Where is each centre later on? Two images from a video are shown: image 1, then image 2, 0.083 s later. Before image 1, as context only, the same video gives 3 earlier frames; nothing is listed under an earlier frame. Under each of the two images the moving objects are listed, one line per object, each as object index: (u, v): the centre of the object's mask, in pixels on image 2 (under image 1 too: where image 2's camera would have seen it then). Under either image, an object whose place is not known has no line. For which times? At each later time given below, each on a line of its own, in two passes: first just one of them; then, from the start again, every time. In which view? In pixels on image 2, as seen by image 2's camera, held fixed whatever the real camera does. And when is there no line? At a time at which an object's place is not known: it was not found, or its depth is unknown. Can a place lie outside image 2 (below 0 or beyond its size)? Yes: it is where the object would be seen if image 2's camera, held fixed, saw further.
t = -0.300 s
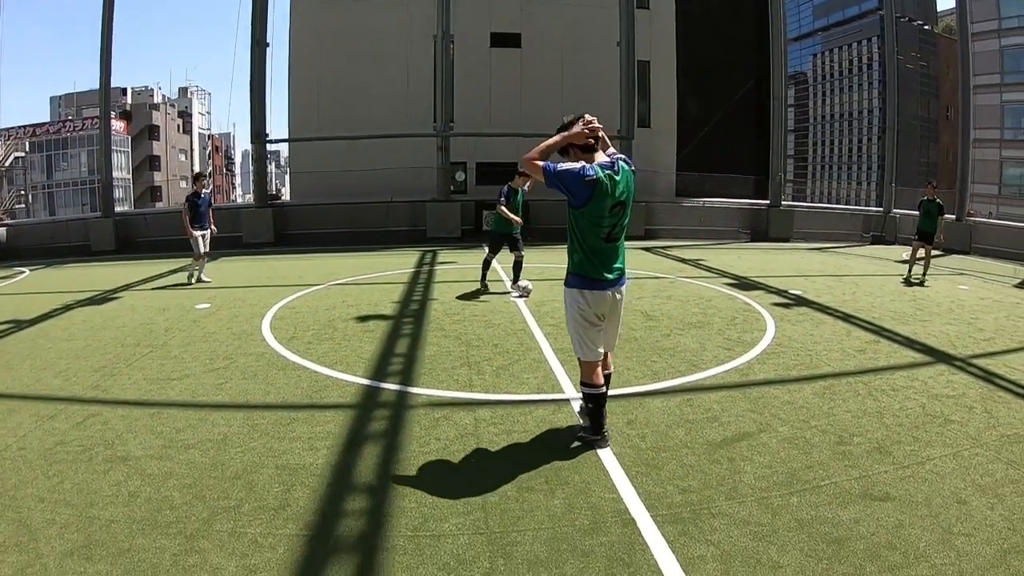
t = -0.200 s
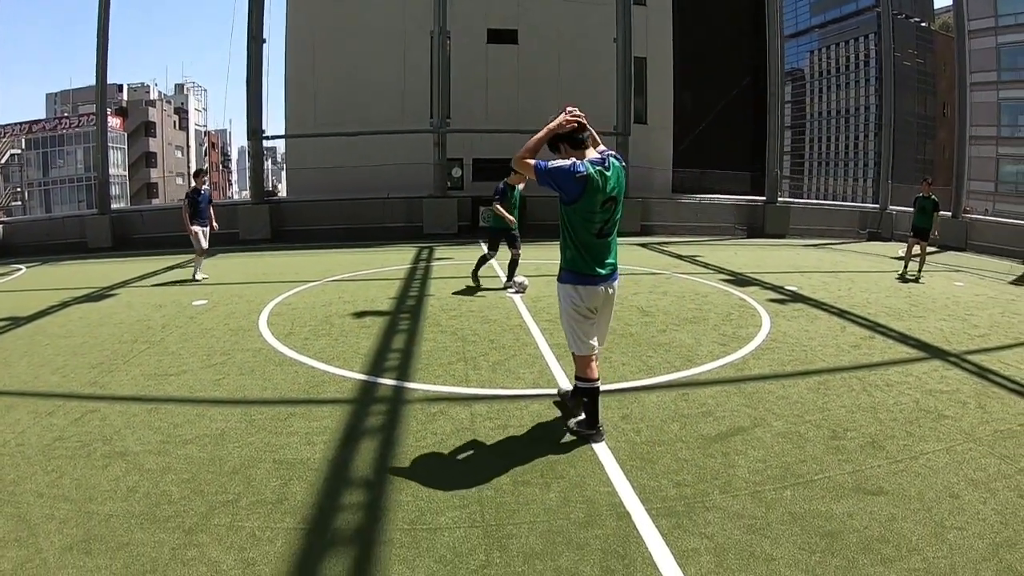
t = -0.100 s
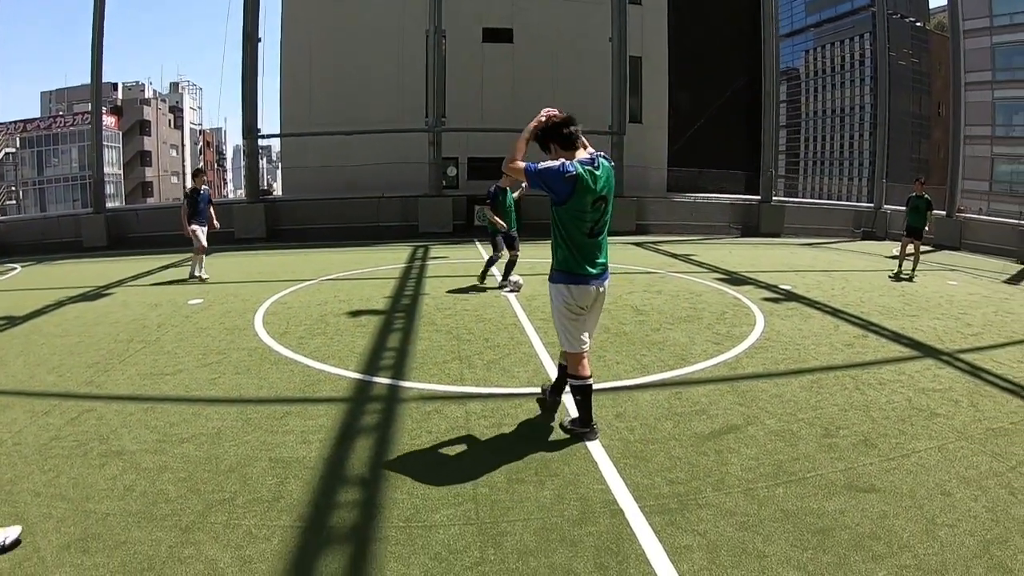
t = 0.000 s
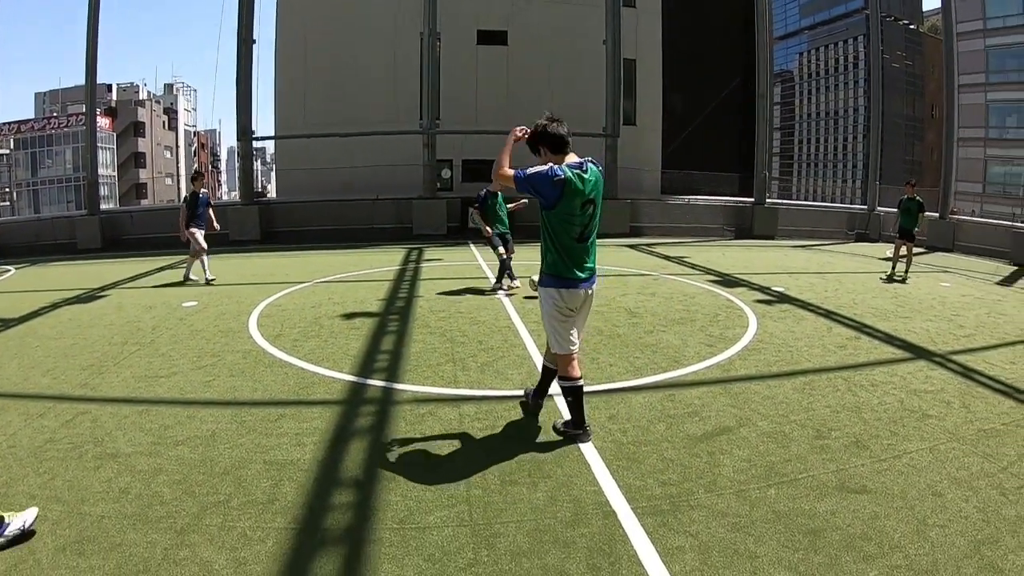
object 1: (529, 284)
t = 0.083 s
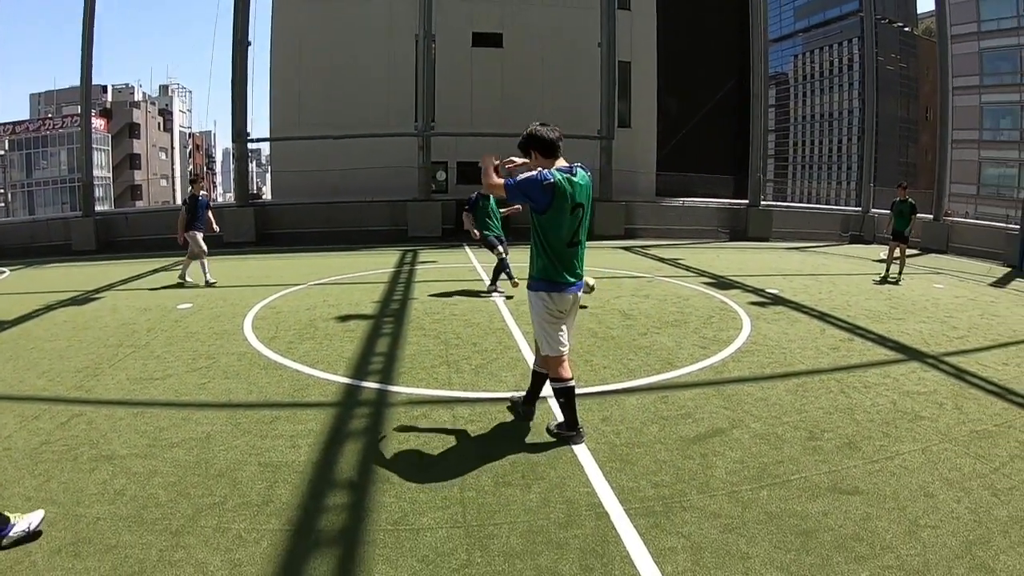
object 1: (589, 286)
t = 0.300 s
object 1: (744, 316)
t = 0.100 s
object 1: (598, 286)
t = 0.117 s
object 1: (609, 287)
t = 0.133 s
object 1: (621, 288)
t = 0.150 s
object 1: (634, 290)
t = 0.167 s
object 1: (645, 292)
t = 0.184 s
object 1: (657, 293)
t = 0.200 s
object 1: (670, 296)
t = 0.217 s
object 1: (682, 299)
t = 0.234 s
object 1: (695, 301)
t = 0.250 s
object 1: (707, 305)
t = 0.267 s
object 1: (720, 308)
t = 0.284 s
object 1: (732, 311)
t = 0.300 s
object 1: (744, 316)
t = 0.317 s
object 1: (756, 317)
